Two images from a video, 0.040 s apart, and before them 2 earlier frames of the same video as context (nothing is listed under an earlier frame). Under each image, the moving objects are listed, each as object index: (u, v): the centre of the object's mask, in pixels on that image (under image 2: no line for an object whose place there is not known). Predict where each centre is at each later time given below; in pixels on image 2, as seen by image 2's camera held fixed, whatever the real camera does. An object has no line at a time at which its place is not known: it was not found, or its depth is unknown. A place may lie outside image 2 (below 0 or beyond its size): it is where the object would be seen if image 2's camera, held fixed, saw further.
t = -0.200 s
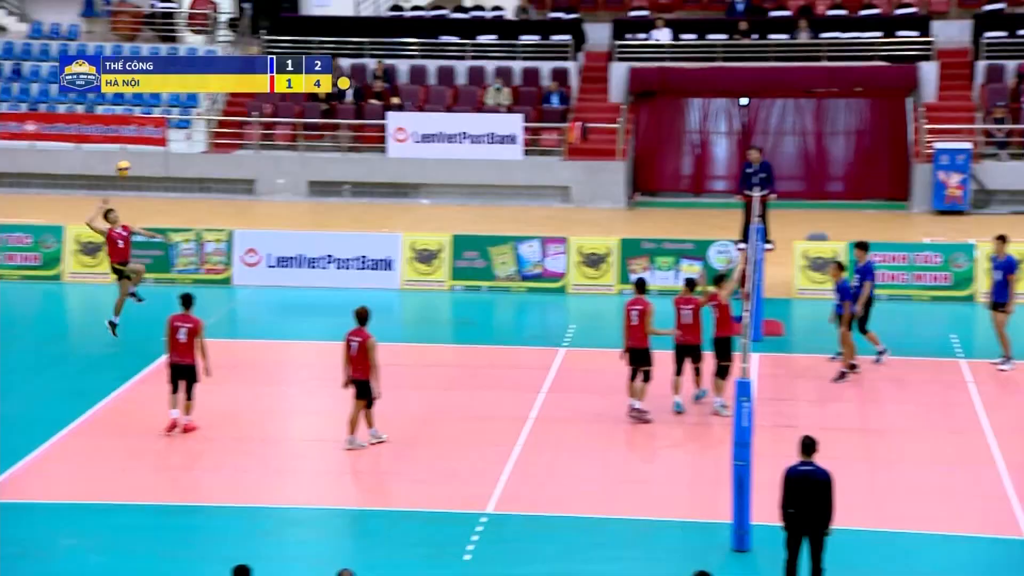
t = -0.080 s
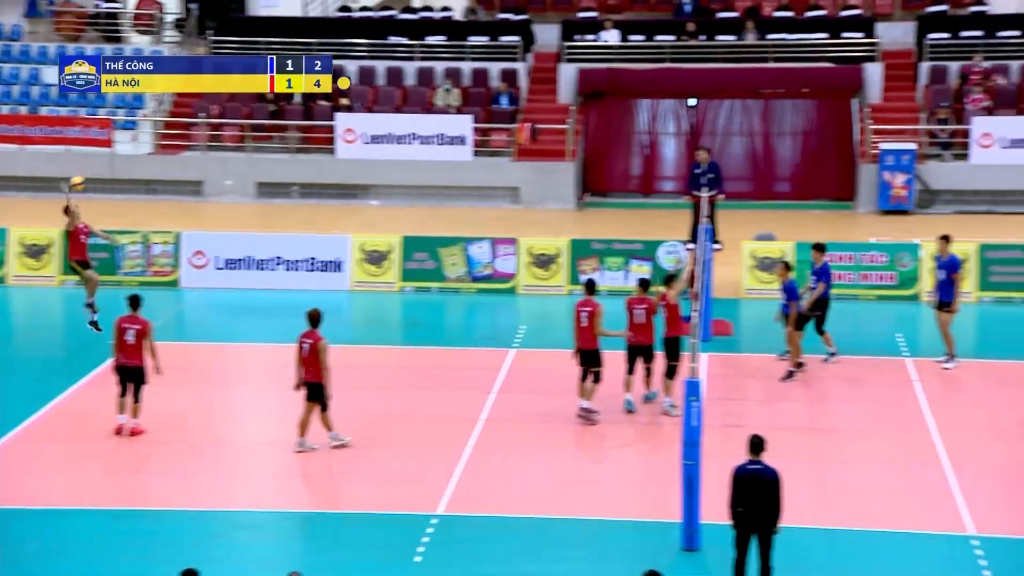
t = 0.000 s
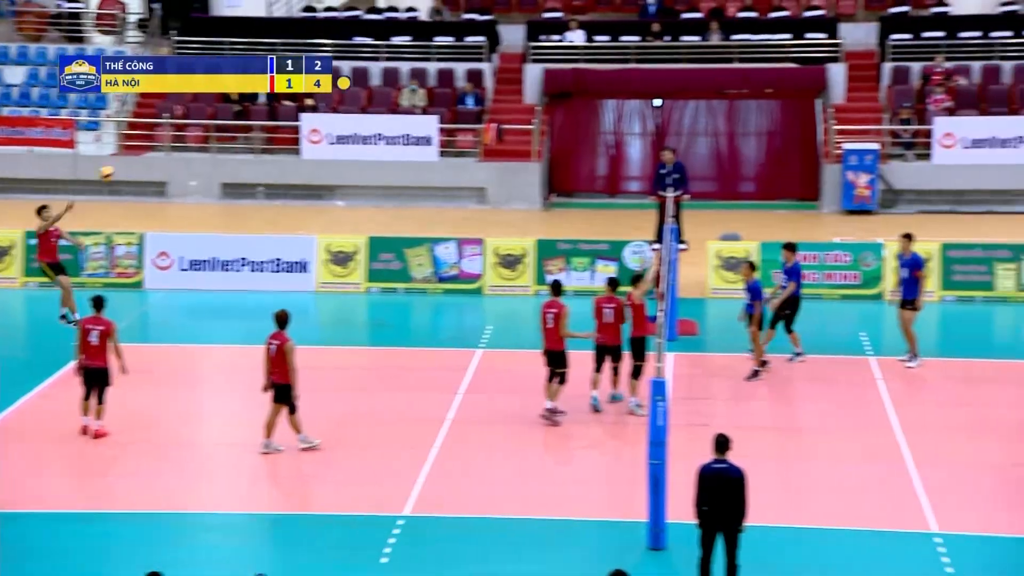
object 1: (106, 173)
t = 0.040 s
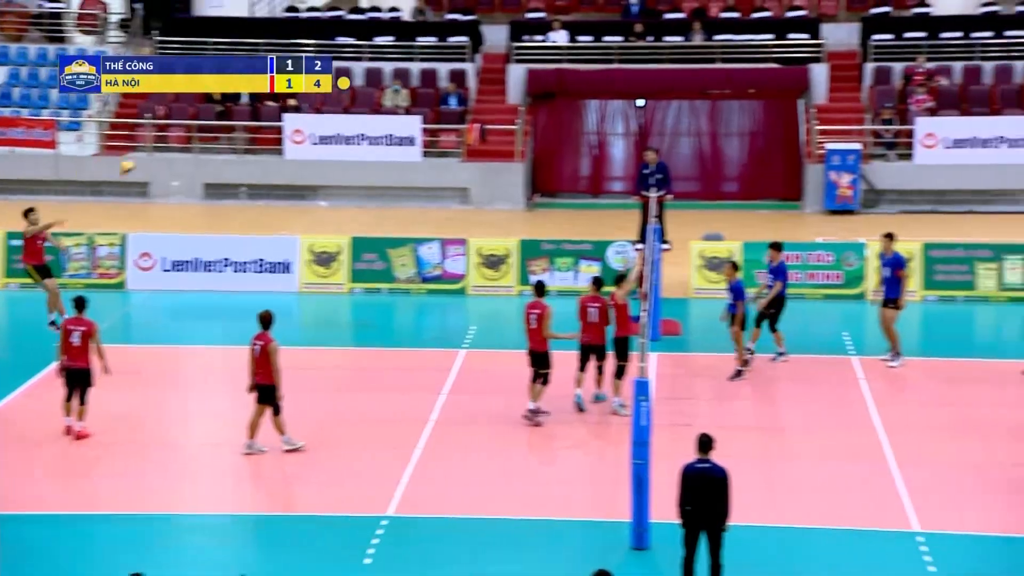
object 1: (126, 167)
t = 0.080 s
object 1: (162, 161)
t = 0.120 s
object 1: (197, 157)
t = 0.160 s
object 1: (232, 153)
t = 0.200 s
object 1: (266, 150)
